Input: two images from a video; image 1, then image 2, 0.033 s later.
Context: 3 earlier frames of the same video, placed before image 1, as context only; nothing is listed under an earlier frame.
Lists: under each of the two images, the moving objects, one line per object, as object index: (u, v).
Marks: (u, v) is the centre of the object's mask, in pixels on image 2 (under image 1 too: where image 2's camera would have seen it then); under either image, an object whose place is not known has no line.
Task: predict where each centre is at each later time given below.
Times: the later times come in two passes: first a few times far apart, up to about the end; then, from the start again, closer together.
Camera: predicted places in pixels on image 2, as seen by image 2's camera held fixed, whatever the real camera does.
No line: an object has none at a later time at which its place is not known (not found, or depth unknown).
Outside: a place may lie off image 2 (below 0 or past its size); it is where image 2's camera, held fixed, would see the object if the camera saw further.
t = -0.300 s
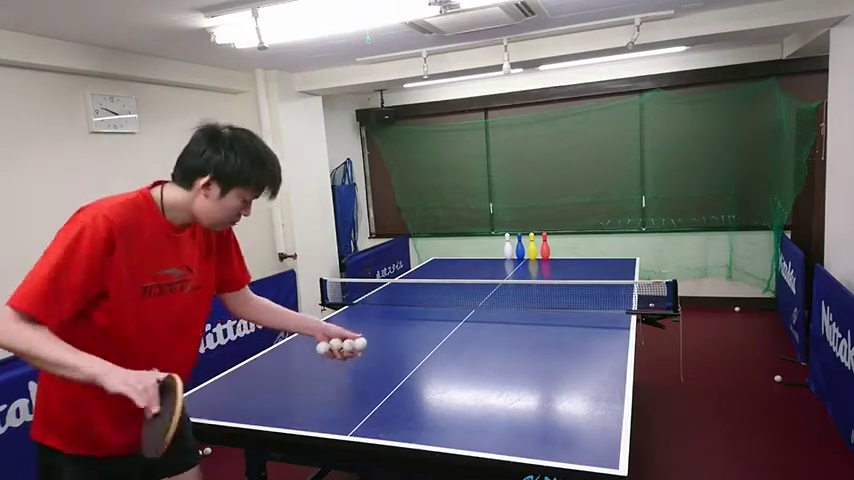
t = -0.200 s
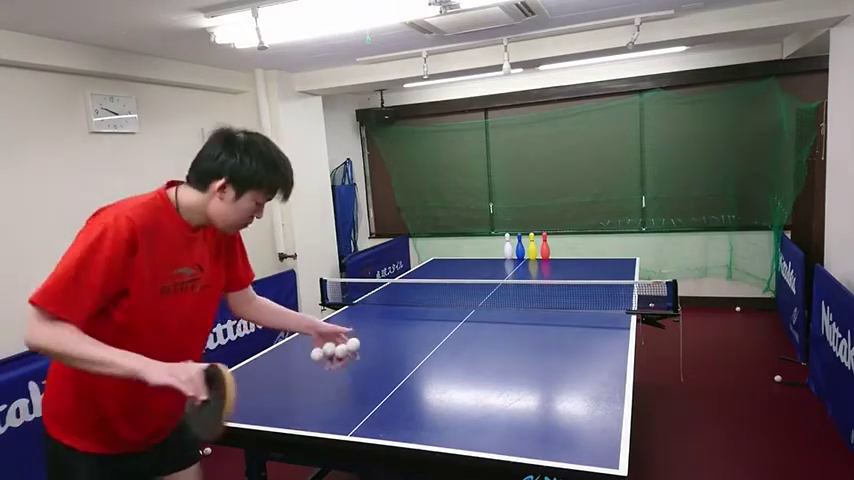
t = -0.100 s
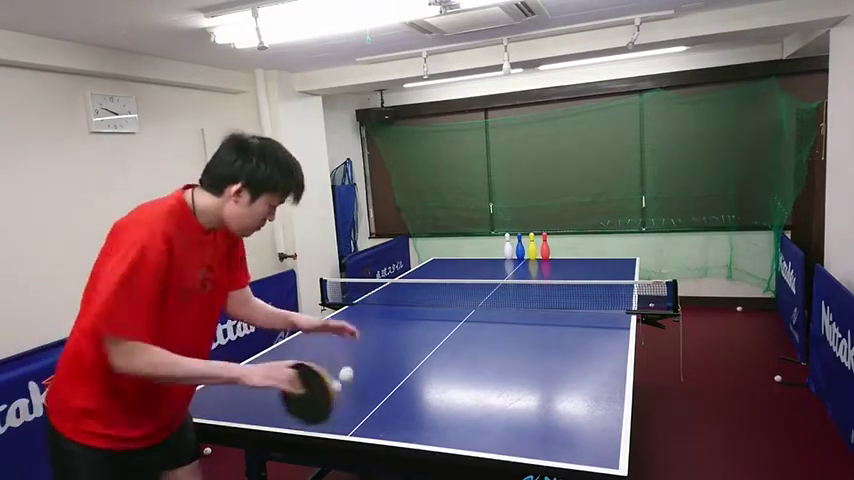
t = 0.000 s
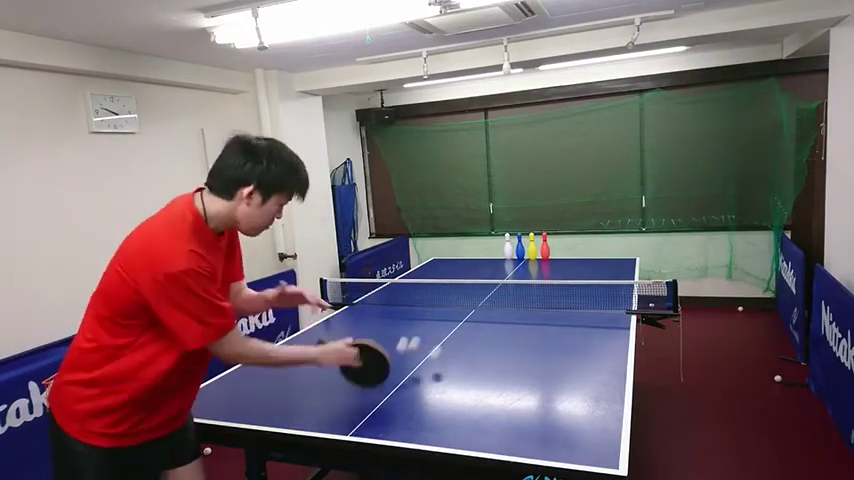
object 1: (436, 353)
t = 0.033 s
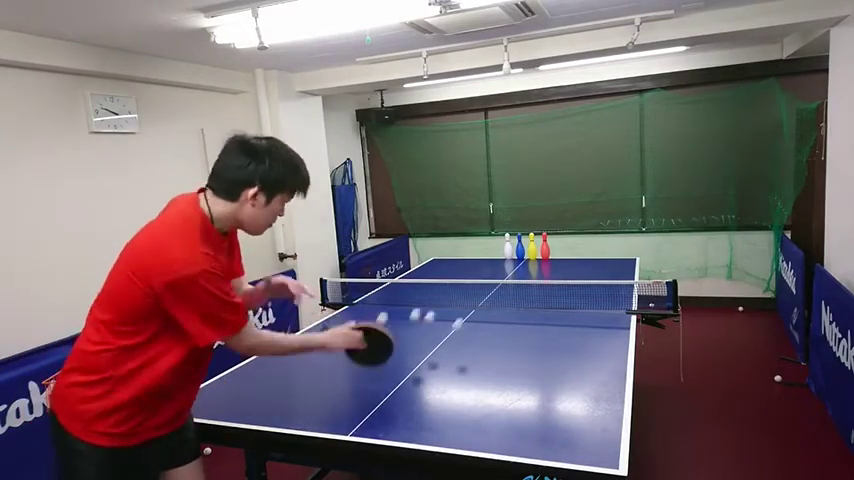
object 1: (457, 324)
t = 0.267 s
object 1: (555, 264)
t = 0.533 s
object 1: (601, 230)
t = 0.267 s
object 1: (555, 264)
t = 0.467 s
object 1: (592, 233)
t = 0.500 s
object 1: (596, 232)
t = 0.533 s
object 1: (601, 230)
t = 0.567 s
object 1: (605, 231)
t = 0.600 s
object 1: (609, 233)
